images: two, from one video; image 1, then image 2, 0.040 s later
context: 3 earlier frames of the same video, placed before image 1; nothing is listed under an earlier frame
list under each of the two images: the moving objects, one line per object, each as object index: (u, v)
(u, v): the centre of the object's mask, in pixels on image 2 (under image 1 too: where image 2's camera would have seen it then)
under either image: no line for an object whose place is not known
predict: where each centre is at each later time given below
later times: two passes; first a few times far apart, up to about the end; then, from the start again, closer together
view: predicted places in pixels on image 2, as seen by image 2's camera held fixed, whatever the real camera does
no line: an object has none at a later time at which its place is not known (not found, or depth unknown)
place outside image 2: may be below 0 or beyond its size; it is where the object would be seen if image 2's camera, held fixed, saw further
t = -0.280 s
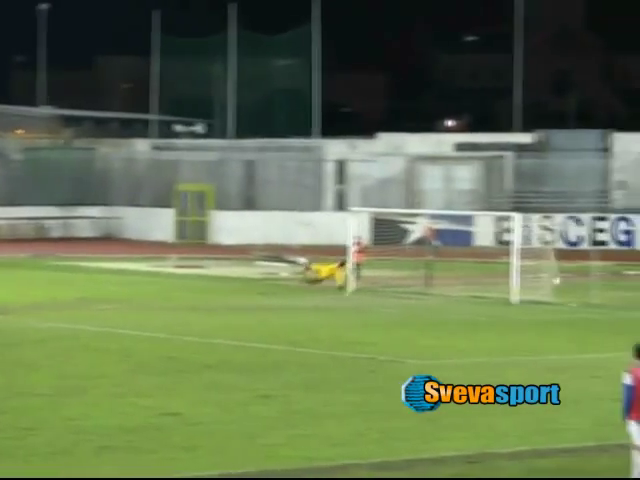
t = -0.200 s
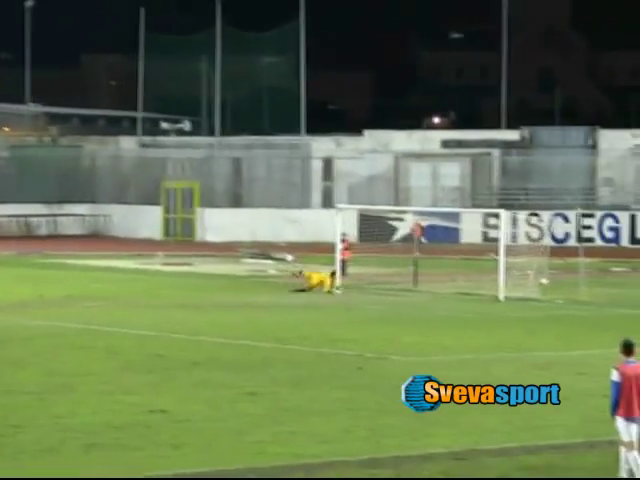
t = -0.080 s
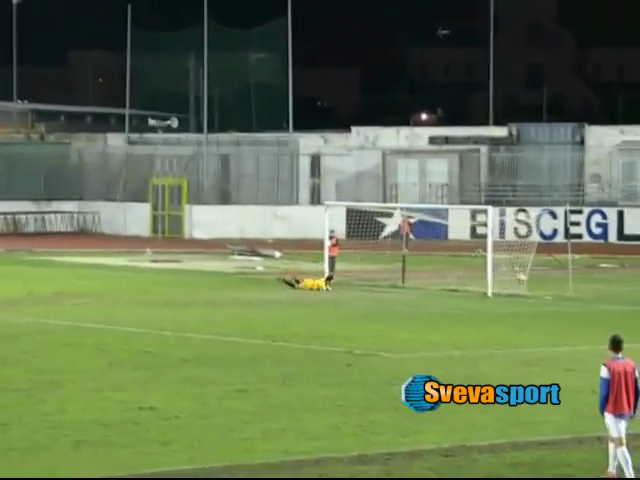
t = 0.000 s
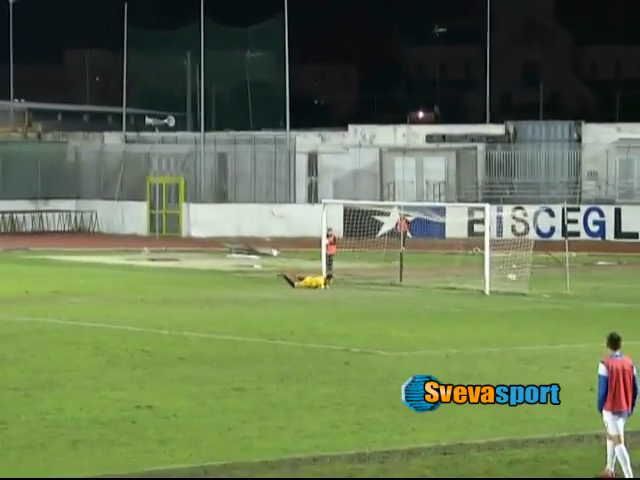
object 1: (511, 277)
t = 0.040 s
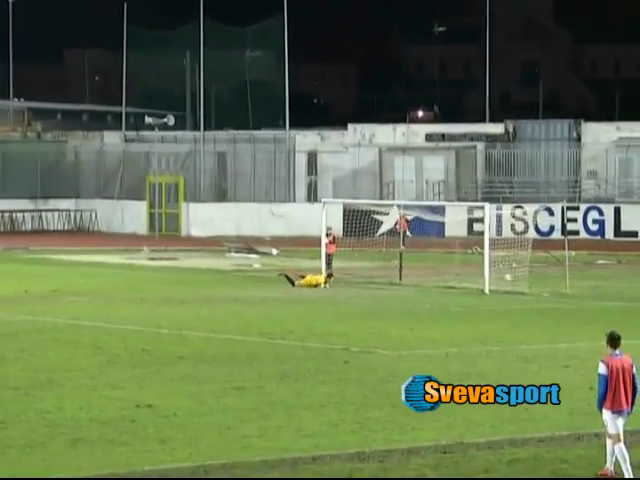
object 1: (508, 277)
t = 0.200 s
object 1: (493, 289)
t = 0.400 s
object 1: (478, 286)
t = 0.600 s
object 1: (461, 289)
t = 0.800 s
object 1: (447, 291)
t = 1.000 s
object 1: (433, 292)
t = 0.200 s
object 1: (493, 289)
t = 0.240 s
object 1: (491, 287)
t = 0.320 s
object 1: (482, 285)
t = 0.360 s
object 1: (479, 286)
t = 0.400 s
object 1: (478, 286)
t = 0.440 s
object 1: (475, 287)
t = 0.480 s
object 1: (471, 288)
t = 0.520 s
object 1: (468, 290)
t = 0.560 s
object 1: (465, 290)
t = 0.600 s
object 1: (461, 289)
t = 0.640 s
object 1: (459, 289)
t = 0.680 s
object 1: (456, 290)
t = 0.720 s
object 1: (453, 290)
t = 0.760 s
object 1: (450, 291)
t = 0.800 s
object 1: (447, 291)
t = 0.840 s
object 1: (444, 291)
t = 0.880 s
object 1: (441, 291)
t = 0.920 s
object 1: (439, 291)
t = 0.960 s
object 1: (436, 291)
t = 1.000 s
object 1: (433, 292)
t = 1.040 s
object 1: (430, 291)
